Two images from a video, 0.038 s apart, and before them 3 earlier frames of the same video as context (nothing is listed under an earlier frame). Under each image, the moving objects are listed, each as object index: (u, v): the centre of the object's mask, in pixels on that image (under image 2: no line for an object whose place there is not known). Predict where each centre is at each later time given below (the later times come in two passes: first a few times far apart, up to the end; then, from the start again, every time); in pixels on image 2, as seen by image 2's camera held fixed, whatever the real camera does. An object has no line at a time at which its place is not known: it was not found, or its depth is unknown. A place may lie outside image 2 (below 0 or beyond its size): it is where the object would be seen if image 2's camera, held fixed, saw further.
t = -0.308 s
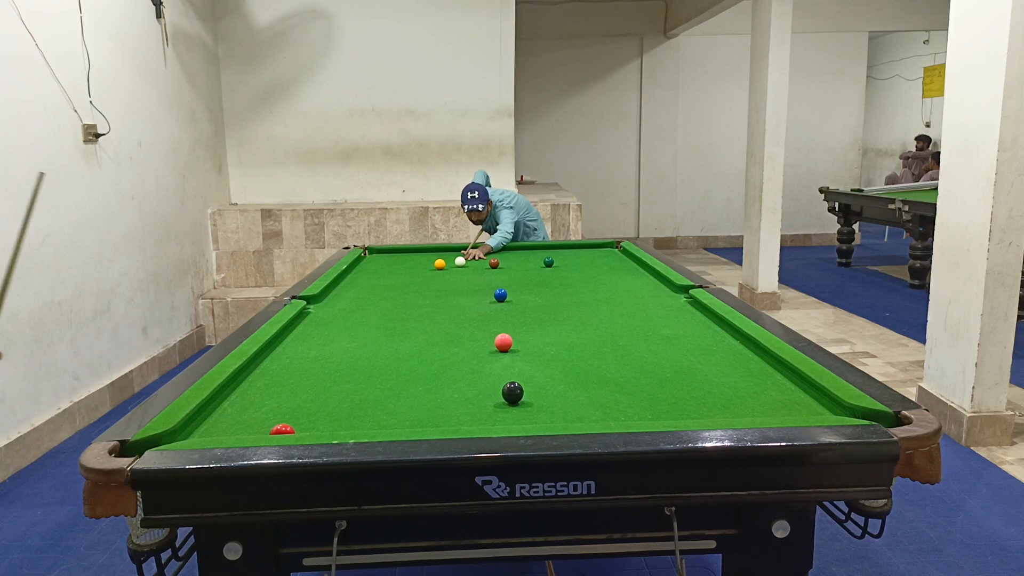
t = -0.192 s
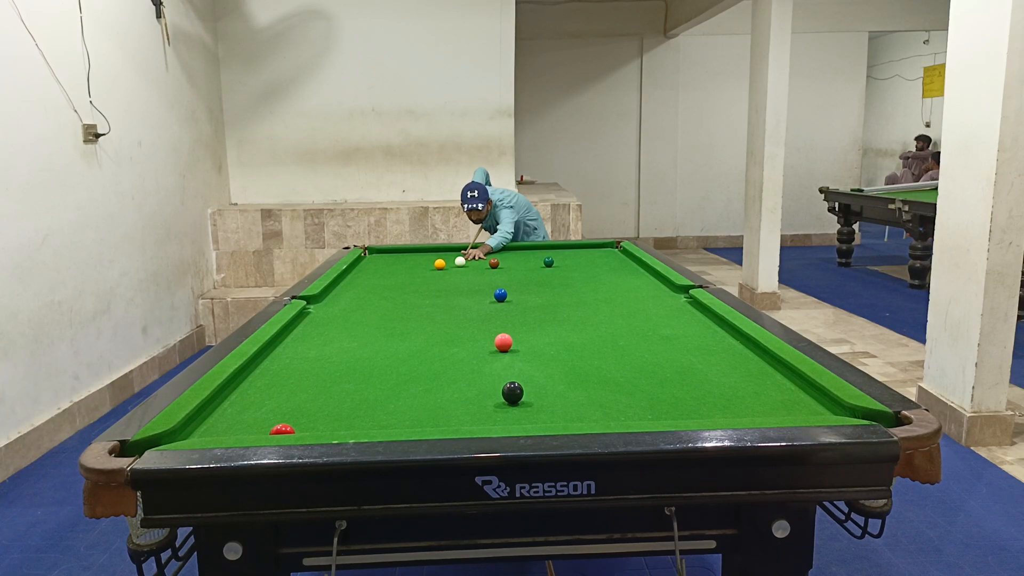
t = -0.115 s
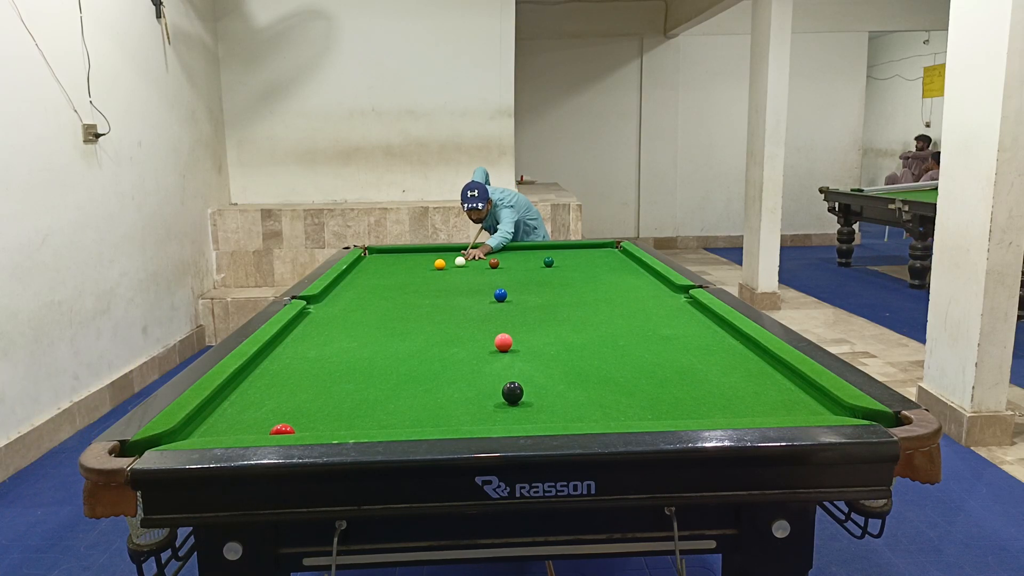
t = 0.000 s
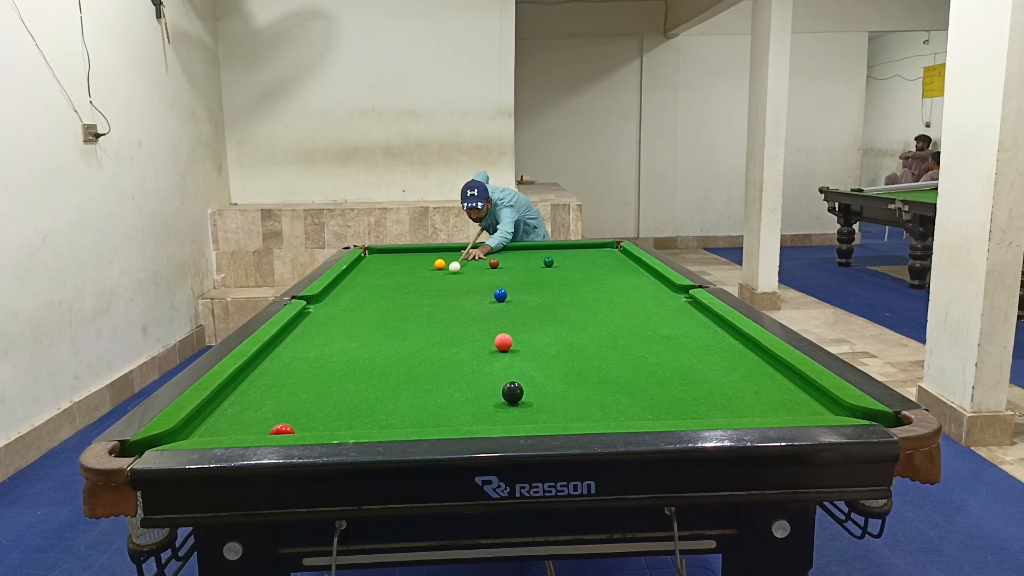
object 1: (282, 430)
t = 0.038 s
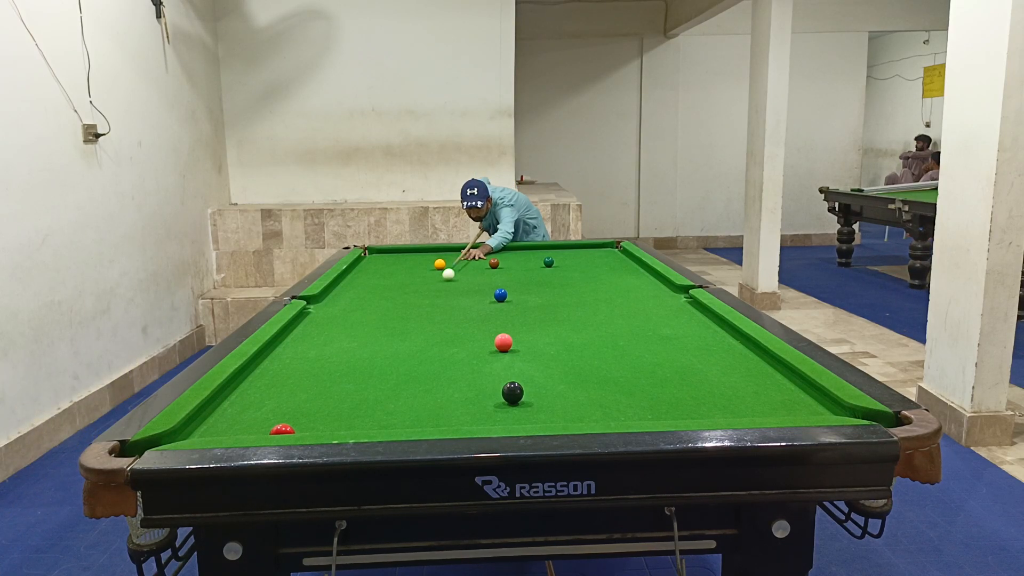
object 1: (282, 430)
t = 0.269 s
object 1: (282, 430)
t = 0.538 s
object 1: (258, 427)
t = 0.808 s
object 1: (217, 408)
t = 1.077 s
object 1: (288, 383)
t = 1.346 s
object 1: (343, 364)
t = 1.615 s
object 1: (386, 348)
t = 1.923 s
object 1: (426, 333)
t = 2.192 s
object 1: (454, 323)
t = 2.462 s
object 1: (478, 314)
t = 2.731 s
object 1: (498, 306)
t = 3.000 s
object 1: (514, 300)
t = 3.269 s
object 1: (529, 295)
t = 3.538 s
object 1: (541, 290)
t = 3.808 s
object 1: (551, 286)
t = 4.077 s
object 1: (560, 283)
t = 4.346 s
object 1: (568, 280)
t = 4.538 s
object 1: (573, 279)
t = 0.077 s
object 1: (282, 430)
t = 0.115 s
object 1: (282, 430)
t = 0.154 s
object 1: (282, 430)
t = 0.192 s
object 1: (282, 429)
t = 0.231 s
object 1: (282, 430)
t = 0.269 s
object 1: (282, 430)
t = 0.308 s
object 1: (282, 429)
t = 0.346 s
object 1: (282, 430)
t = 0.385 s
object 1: (282, 429)
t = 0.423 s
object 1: (282, 429)
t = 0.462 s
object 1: (282, 430)
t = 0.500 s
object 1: (270, 429)
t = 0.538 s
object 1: (258, 427)
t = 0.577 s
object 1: (248, 426)
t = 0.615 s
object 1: (239, 424)
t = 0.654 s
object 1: (230, 421)
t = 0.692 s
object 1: (222, 418)
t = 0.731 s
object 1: (214, 415)
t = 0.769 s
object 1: (206, 412)
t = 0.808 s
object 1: (217, 408)
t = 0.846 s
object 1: (228, 404)
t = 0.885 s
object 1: (239, 400)
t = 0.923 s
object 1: (250, 397)
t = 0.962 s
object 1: (260, 393)
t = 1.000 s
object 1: (269, 390)
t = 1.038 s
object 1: (279, 387)
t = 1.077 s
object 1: (288, 383)
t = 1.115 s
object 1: (296, 380)
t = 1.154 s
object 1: (305, 377)
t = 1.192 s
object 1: (313, 375)
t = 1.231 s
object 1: (321, 372)
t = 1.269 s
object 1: (329, 369)
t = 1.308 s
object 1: (335, 366)
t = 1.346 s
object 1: (343, 364)
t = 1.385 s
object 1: (349, 361)
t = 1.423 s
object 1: (356, 359)
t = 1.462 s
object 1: (362, 357)
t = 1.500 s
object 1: (369, 354)
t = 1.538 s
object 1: (375, 352)
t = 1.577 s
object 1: (381, 350)
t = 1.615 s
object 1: (386, 348)
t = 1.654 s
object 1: (392, 346)
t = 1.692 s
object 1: (397, 344)
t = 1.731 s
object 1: (402, 342)
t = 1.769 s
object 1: (407, 340)
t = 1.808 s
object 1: (412, 338)
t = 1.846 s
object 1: (417, 337)
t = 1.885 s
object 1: (422, 335)
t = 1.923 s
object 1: (426, 333)
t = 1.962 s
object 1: (430, 332)
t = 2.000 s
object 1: (435, 330)
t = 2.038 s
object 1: (439, 329)
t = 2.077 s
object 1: (443, 327)
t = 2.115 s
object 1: (447, 326)
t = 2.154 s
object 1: (451, 324)
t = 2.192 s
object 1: (454, 323)
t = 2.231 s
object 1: (458, 321)
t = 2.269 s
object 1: (462, 320)
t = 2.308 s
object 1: (465, 319)
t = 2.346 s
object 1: (468, 318)
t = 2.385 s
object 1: (472, 316)
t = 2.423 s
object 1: (475, 315)
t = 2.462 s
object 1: (478, 314)
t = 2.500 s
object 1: (481, 313)
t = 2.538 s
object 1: (484, 312)
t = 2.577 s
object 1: (487, 311)
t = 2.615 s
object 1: (489, 310)
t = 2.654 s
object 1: (492, 309)
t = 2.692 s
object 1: (495, 308)
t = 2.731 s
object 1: (498, 306)
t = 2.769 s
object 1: (500, 305)
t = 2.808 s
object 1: (502, 305)
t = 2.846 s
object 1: (505, 304)
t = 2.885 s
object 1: (508, 303)
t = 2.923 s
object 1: (510, 302)
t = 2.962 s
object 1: (512, 301)
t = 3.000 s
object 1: (514, 300)
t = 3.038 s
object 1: (516, 299)
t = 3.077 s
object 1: (519, 298)
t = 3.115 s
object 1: (521, 298)
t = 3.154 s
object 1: (523, 297)
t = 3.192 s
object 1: (525, 296)
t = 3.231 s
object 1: (527, 295)
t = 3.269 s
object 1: (529, 295)
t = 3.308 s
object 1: (531, 294)
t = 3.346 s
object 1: (533, 293)
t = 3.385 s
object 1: (534, 293)
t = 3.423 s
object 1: (536, 292)
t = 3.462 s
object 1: (538, 291)
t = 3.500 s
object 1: (539, 291)
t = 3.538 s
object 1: (541, 290)
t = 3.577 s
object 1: (543, 290)
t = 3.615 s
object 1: (544, 289)
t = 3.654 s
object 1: (546, 288)
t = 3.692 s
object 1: (547, 288)
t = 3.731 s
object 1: (549, 287)
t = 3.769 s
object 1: (550, 287)
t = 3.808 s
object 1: (551, 286)
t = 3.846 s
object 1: (553, 286)
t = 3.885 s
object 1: (554, 285)
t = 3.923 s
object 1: (555, 285)
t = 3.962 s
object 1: (557, 284)
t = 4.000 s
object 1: (558, 284)
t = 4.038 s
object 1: (559, 283)
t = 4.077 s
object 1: (560, 283)
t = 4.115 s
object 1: (562, 283)
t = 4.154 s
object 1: (563, 282)
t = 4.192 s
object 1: (564, 282)
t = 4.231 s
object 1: (565, 281)
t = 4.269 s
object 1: (566, 281)
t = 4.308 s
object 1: (567, 280)
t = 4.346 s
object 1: (568, 280)
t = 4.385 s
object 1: (569, 280)
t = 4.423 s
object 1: (570, 279)
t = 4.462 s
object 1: (571, 279)
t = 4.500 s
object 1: (572, 279)
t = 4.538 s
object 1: (573, 279)
